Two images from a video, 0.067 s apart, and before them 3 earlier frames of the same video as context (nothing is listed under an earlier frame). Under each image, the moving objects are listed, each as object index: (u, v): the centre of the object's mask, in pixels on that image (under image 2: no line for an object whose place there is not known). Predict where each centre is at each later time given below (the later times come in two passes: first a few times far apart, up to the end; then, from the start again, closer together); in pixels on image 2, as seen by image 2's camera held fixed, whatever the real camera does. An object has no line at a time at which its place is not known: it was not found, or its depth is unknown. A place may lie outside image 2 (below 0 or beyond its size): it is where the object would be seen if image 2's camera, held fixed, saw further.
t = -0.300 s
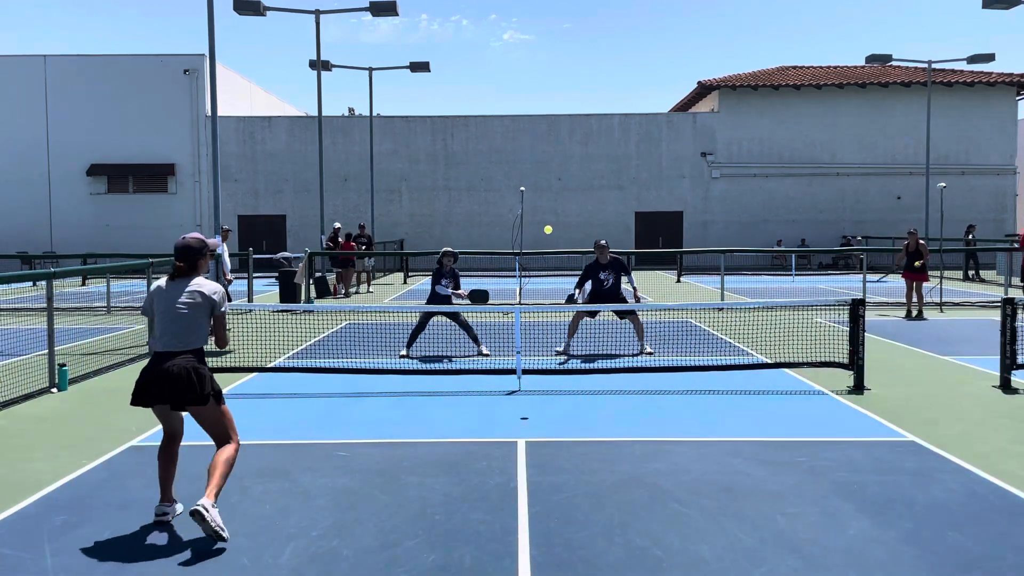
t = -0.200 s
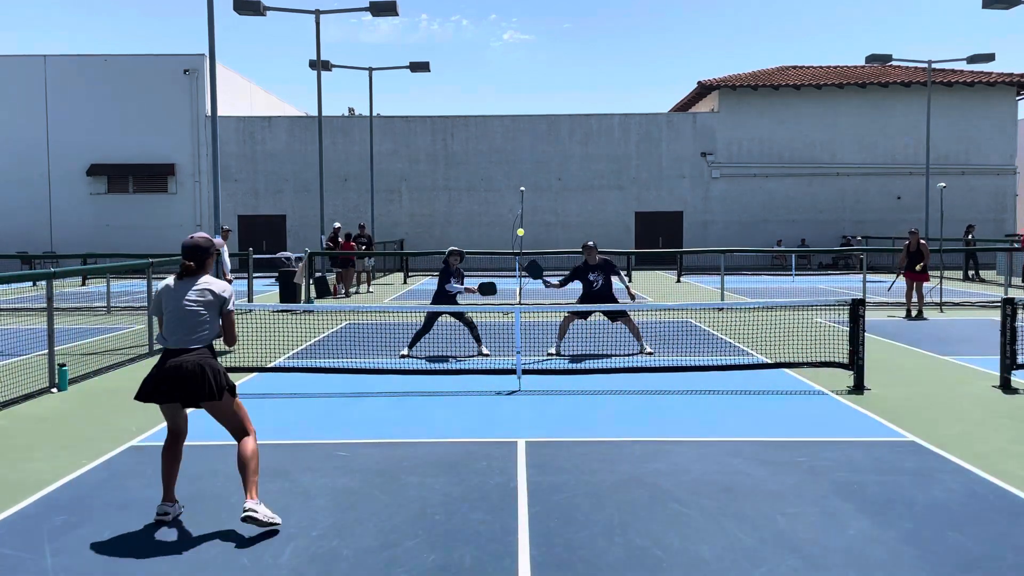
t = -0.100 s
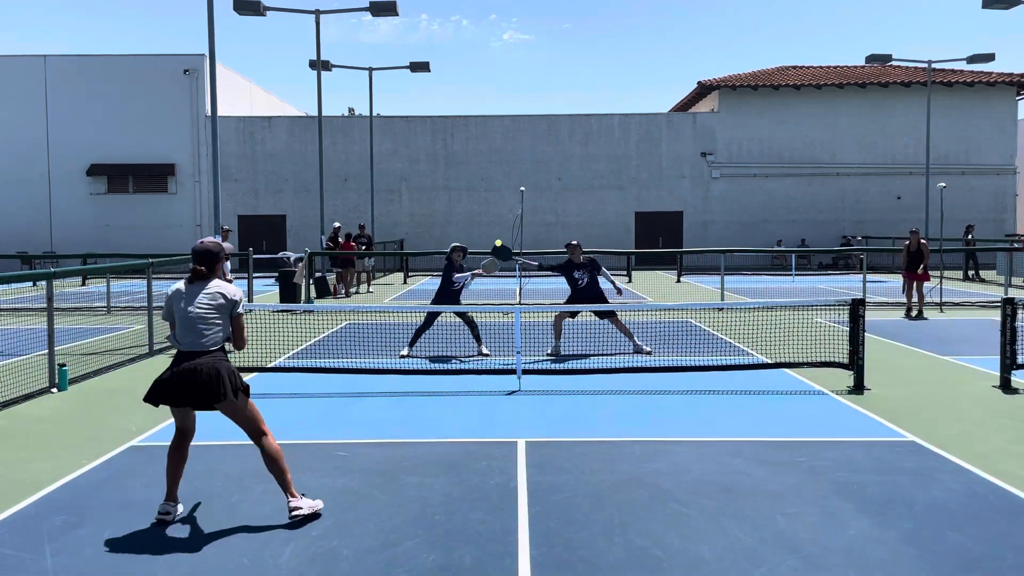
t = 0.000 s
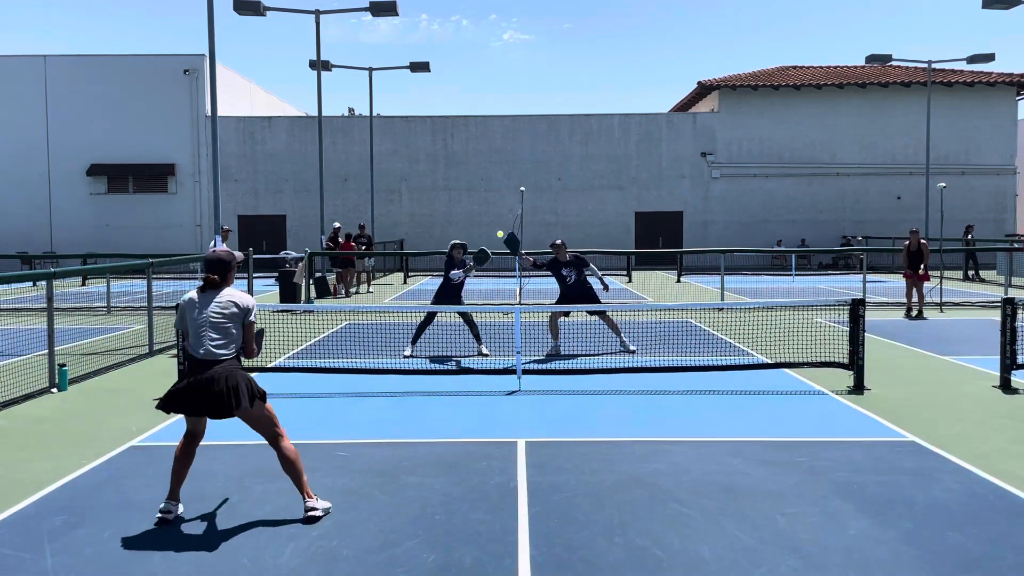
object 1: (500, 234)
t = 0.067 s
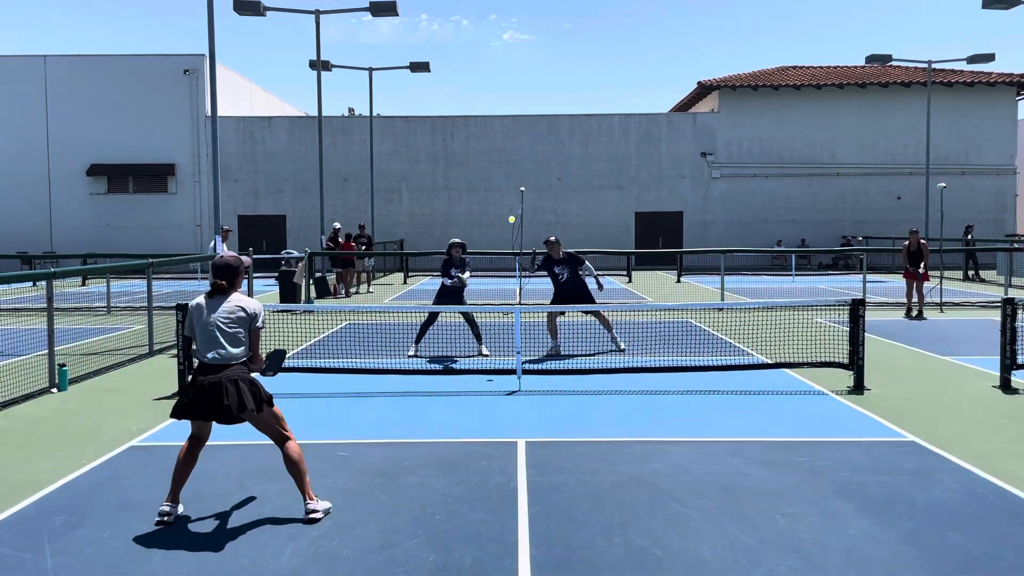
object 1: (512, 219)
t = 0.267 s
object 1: (549, 195)
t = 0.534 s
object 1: (610, 223)
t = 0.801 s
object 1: (686, 351)
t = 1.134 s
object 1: (783, 397)
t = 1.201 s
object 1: (801, 386)
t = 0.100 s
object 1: (517, 213)
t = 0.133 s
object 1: (523, 208)
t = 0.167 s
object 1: (530, 203)
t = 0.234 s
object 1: (543, 197)
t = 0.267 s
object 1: (549, 195)
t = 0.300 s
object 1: (556, 195)
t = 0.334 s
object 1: (563, 195)
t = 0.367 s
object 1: (571, 197)
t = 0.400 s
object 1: (578, 199)
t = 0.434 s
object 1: (586, 203)
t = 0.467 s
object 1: (594, 208)
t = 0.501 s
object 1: (602, 215)
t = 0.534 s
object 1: (610, 223)
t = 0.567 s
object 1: (618, 233)
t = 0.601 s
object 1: (627, 244)
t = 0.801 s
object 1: (686, 351)
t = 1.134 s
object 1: (783, 397)
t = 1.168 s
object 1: (791, 391)
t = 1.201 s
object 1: (801, 386)
